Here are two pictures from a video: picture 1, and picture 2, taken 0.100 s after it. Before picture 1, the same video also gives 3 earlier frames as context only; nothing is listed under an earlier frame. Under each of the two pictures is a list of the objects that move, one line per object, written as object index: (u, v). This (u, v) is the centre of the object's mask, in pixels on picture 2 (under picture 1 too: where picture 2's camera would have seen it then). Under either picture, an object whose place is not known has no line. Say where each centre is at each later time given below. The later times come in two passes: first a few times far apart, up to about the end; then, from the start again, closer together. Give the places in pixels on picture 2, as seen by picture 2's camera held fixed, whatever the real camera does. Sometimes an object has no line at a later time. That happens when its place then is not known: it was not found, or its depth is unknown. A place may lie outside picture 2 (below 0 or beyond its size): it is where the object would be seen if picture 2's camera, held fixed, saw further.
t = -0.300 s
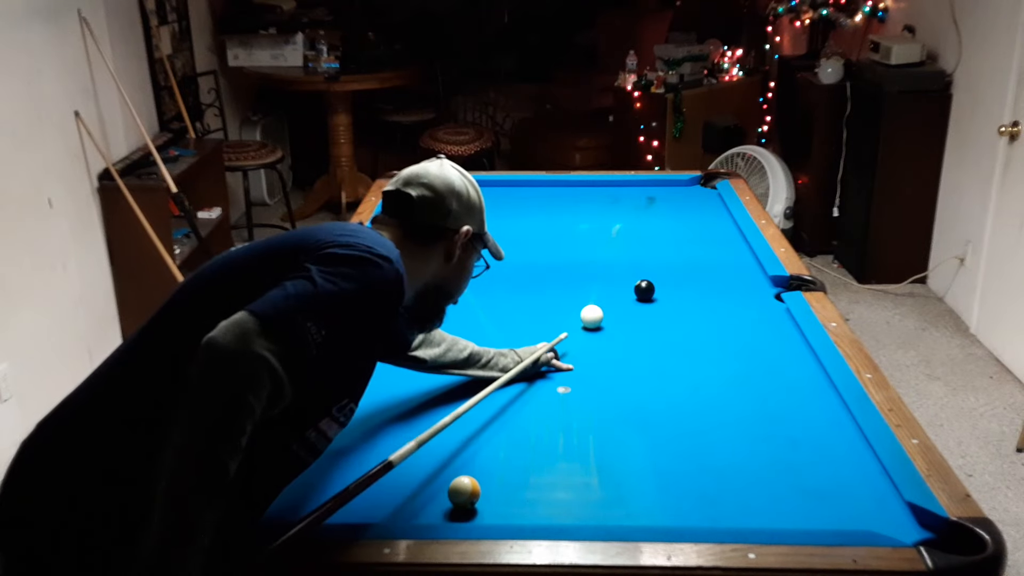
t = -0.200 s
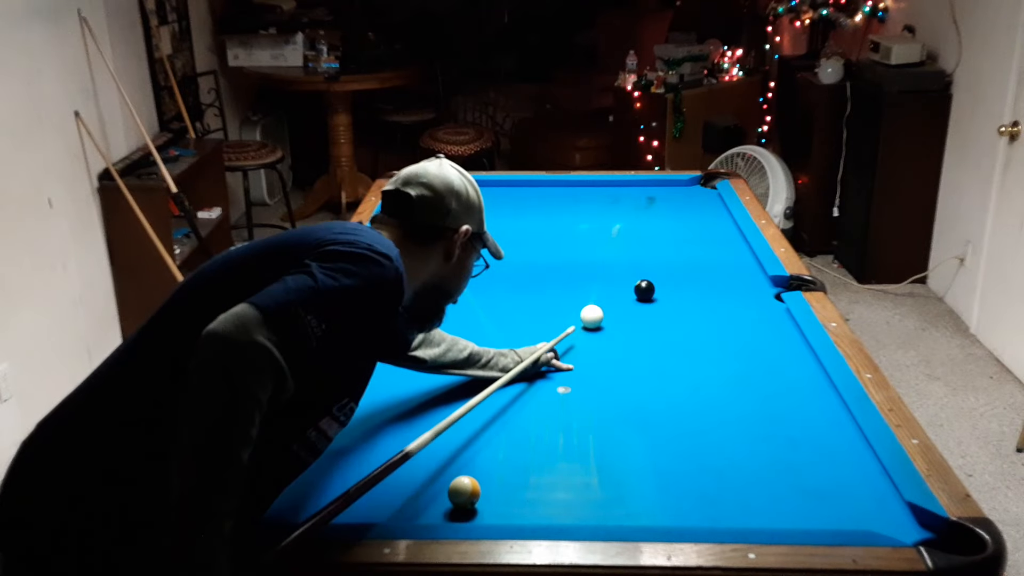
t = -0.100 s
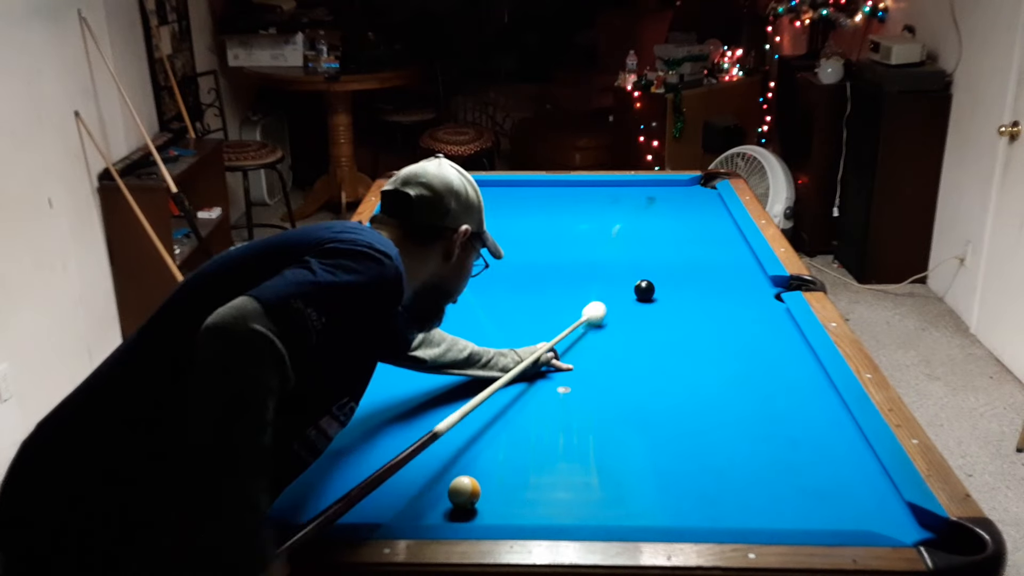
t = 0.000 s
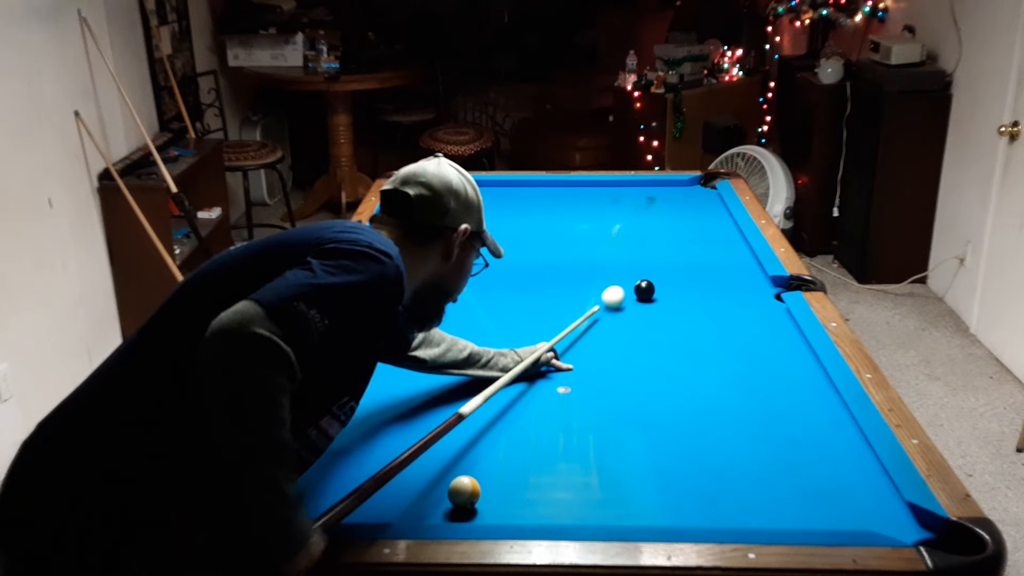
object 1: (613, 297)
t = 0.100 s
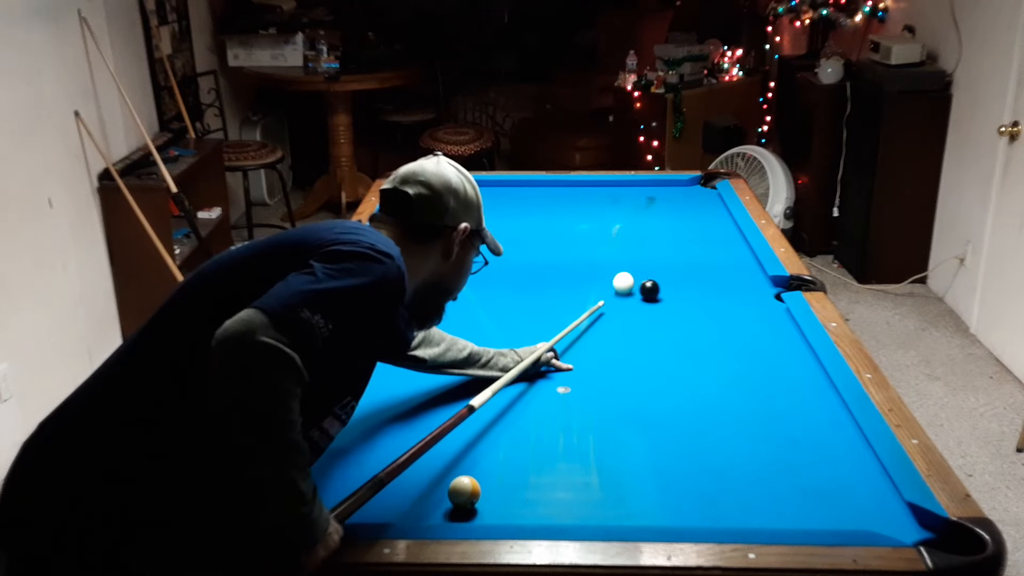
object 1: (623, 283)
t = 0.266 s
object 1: (628, 262)
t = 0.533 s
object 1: (635, 233)
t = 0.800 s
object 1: (641, 210)
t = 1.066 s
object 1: (646, 190)
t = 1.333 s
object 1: (652, 190)
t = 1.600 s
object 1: (659, 203)
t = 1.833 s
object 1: (666, 215)
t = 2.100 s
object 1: (674, 230)
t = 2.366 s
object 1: (682, 246)
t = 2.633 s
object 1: (691, 263)
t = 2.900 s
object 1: (700, 280)
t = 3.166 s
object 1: (710, 299)
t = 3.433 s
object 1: (720, 318)
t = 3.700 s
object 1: (730, 340)
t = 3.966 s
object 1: (742, 362)
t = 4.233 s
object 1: (754, 384)
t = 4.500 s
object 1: (767, 408)
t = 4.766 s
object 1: (780, 433)
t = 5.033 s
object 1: (794, 459)
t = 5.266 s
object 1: (806, 481)
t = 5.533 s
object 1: (820, 508)
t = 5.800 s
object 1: (824, 513)
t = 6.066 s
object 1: (818, 499)
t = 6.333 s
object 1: (813, 486)
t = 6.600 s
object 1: (808, 474)
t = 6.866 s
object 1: (805, 465)
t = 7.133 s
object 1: (801, 458)
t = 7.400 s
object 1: (798, 452)
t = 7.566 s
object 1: (796, 449)
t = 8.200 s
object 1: (793, 443)
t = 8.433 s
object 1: (793, 443)
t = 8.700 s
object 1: (793, 443)
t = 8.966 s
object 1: (793, 443)
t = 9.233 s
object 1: (793, 444)
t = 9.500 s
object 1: (793, 444)
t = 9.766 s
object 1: (793, 444)
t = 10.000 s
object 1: (793, 444)
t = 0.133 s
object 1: (624, 279)
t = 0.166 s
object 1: (625, 274)
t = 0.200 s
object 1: (626, 270)
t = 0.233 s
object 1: (628, 266)
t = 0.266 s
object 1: (628, 262)
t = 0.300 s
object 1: (629, 258)
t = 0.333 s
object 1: (630, 254)
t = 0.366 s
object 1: (631, 251)
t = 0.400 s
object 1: (632, 247)
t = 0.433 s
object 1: (633, 243)
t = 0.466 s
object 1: (634, 240)
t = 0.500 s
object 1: (635, 237)
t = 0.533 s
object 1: (635, 233)
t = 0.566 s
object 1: (636, 230)
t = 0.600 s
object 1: (637, 227)
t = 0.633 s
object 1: (638, 224)
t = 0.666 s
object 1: (638, 221)
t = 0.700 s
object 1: (639, 218)
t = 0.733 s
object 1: (640, 215)
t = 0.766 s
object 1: (641, 212)
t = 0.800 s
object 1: (641, 210)
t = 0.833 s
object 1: (642, 207)
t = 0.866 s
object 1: (643, 204)
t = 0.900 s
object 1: (643, 202)
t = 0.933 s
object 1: (644, 199)
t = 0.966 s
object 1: (645, 197)
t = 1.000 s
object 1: (645, 194)
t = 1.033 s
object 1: (646, 192)
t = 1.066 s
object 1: (646, 190)
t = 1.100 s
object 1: (647, 187)
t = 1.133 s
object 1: (647, 185)
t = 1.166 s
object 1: (648, 183)
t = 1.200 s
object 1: (648, 182)
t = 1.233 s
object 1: (649, 184)
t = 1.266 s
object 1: (650, 186)
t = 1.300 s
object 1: (651, 188)
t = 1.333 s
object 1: (652, 190)
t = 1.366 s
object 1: (653, 191)
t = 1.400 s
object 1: (654, 193)
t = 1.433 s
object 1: (655, 195)
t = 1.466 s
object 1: (655, 196)
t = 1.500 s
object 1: (656, 198)
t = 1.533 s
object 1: (657, 199)
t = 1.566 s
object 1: (658, 201)
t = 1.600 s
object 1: (659, 203)
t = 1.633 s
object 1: (660, 205)
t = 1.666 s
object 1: (661, 206)
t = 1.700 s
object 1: (662, 208)
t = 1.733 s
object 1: (663, 210)
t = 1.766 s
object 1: (664, 212)
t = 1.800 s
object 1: (665, 213)
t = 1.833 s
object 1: (666, 215)
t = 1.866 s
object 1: (667, 217)
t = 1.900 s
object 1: (668, 219)
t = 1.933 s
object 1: (669, 221)
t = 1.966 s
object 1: (670, 222)
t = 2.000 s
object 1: (671, 224)
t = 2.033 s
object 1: (672, 226)
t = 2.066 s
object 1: (673, 228)
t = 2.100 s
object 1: (674, 230)
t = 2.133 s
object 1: (675, 232)
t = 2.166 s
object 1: (676, 234)
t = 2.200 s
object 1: (677, 236)
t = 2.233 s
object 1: (678, 238)
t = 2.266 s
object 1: (679, 240)
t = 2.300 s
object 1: (680, 242)
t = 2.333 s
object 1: (681, 244)
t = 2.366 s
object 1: (682, 246)
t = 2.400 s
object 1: (683, 248)
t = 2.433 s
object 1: (684, 250)
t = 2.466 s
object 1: (686, 252)
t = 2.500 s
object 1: (686, 254)
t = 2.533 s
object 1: (688, 256)
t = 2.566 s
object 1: (689, 258)
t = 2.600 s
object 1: (690, 261)
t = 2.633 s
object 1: (691, 263)
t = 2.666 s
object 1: (692, 265)
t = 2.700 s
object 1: (693, 267)
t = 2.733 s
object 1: (694, 269)
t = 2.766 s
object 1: (695, 271)
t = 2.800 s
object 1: (696, 273)
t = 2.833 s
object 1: (698, 276)
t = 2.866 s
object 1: (699, 278)
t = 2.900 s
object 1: (700, 280)
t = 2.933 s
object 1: (701, 283)
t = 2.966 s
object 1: (702, 285)
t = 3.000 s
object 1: (703, 287)
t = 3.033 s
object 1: (705, 289)
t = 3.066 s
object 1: (706, 292)
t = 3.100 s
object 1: (707, 294)
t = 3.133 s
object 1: (708, 296)
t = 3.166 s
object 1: (710, 299)
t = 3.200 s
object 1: (711, 301)
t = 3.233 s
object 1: (712, 304)
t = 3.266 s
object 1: (713, 306)
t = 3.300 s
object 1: (715, 309)
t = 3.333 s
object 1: (716, 311)
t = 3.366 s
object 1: (717, 313)
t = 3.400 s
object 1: (718, 316)
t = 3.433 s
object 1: (720, 318)
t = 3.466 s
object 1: (721, 320)
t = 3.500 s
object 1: (723, 323)
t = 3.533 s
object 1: (724, 326)
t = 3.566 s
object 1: (725, 329)
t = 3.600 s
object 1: (726, 332)
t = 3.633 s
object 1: (728, 335)
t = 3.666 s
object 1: (729, 338)
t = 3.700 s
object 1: (730, 340)
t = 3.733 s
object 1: (731, 343)
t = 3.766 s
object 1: (733, 345)
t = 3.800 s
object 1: (734, 348)
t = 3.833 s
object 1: (736, 351)
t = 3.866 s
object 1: (737, 353)
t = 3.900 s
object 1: (739, 356)
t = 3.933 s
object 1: (740, 359)
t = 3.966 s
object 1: (742, 362)
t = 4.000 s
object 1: (743, 364)
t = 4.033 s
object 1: (745, 367)
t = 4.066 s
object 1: (746, 370)
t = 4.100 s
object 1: (748, 373)
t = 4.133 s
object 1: (749, 376)
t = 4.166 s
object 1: (751, 379)
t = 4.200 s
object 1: (752, 382)
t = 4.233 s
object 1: (754, 384)
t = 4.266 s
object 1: (756, 387)
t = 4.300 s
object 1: (757, 390)
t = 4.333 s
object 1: (759, 393)
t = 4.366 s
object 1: (760, 396)
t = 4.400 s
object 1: (762, 399)
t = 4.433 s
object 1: (764, 402)
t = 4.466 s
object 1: (765, 405)
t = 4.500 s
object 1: (767, 408)
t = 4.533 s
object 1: (769, 412)
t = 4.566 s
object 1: (770, 414)
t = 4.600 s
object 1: (772, 418)
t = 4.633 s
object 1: (774, 421)
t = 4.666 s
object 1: (775, 423)
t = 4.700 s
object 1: (777, 427)
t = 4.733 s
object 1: (779, 430)
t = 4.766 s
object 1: (780, 433)
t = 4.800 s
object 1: (782, 436)
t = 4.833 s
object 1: (783, 439)
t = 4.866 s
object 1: (785, 443)
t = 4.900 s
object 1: (787, 446)
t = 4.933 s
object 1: (789, 449)
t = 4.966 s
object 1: (790, 452)
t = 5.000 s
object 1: (792, 455)
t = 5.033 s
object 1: (794, 459)
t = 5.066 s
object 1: (795, 462)
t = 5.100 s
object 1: (797, 465)
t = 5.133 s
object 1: (799, 468)
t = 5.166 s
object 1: (801, 472)
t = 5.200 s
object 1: (802, 475)
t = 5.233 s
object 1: (804, 478)
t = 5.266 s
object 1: (806, 481)
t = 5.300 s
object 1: (807, 485)
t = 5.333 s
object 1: (809, 488)
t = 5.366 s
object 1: (811, 491)
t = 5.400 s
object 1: (813, 495)
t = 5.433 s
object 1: (815, 498)
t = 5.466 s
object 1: (816, 501)
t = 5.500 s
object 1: (818, 505)
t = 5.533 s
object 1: (820, 508)
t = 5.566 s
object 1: (822, 511)
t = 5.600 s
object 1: (823, 513)
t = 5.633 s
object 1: (825, 515)
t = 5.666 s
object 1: (827, 517)
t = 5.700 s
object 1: (827, 516)
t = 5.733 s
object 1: (826, 515)
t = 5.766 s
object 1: (825, 514)
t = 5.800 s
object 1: (824, 513)
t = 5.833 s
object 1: (824, 511)
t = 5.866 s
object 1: (823, 510)
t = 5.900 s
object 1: (822, 508)
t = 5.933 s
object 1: (821, 506)
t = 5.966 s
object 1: (821, 504)
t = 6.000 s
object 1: (820, 502)
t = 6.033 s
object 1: (819, 501)
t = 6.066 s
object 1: (818, 499)
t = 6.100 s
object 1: (818, 497)
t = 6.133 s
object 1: (817, 495)
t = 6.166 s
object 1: (816, 494)
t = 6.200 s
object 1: (816, 492)
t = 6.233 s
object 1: (815, 490)
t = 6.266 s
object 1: (814, 489)
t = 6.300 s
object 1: (814, 487)
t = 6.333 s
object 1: (813, 486)
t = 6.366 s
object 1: (812, 484)
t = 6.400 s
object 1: (812, 482)
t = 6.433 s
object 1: (811, 481)
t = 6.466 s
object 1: (810, 480)
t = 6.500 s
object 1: (810, 479)
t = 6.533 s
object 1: (809, 477)
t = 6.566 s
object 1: (809, 476)
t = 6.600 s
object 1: (808, 474)
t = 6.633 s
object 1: (808, 473)
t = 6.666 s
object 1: (807, 472)
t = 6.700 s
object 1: (807, 471)
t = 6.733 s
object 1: (806, 469)
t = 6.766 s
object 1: (806, 468)
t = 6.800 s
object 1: (806, 467)
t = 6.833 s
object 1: (805, 466)
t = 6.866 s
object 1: (805, 465)
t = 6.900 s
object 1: (804, 464)
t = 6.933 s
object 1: (804, 463)
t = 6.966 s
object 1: (803, 462)
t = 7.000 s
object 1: (803, 461)
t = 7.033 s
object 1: (803, 460)
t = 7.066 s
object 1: (802, 459)
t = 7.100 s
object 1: (802, 459)
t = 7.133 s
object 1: (801, 458)
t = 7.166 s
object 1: (801, 457)
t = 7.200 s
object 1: (800, 456)
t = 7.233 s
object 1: (800, 456)
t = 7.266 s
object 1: (799, 455)
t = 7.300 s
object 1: (799, 454)
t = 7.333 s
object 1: (798, 453)
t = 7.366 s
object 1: (798, 453)
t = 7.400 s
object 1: (798, 452)
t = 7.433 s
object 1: (797, 451)
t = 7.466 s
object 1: (797, 451)
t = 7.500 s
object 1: (796, 450)
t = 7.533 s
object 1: (796, 450)
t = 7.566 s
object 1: (796, 449)
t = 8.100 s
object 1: (788, 449)
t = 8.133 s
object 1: (793, 444)
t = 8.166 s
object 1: (793, 443)
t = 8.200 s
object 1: (793, 443)
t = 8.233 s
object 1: (793, 444)
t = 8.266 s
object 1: (793, 443)
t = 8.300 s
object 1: (793, 443)
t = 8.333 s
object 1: (793, 443)
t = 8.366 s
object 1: (793, 443)
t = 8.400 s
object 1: (793, 443)
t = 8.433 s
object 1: (793, 443)
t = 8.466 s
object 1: (793, 443)
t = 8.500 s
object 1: (793, 443)
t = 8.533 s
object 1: (793, 443)
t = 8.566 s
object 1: (793, 443)
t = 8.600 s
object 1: (793, 443)
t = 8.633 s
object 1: (793, 443)
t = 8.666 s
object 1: (793, 443)
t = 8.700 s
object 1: (793, 443)
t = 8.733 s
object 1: (793, 443)
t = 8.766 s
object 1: (793, 443)
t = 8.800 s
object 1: (793, 443)
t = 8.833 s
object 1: (793, 443)
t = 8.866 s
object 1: (793, 443)
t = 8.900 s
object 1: (793, 443)
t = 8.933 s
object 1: (793, 443)
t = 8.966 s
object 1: (793, 443)
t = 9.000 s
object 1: (793, 443)
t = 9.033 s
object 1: (793, 444)
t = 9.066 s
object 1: (793, 444)
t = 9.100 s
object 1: (793, 444)
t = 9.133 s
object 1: (793, 444)
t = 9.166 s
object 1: (793, 443)
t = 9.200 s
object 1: (793, 443)
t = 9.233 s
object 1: (793, 444)
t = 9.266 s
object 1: (793, 444)
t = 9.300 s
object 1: (793, 444)
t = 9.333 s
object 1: (793, 444)
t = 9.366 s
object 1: (793, 444)
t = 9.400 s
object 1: (793, 444)
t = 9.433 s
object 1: (793, 444)
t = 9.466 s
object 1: (793, 444)
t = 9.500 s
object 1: (793, 444)
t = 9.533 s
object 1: (793, 444)
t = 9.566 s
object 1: (793, 444)
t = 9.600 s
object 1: (793, 444)
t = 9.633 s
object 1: (793, 444)
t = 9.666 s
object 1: (793, 444)
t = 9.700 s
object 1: (793, 444)
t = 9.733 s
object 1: (793, 444)
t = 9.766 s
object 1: (793, 444)
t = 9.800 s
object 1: (793, 444)
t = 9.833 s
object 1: (793, 444)
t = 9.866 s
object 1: (793, 444)
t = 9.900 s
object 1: (793, 444)
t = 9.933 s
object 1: (793, 444)
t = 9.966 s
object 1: (793, 444)
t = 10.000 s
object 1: (793, 444)
